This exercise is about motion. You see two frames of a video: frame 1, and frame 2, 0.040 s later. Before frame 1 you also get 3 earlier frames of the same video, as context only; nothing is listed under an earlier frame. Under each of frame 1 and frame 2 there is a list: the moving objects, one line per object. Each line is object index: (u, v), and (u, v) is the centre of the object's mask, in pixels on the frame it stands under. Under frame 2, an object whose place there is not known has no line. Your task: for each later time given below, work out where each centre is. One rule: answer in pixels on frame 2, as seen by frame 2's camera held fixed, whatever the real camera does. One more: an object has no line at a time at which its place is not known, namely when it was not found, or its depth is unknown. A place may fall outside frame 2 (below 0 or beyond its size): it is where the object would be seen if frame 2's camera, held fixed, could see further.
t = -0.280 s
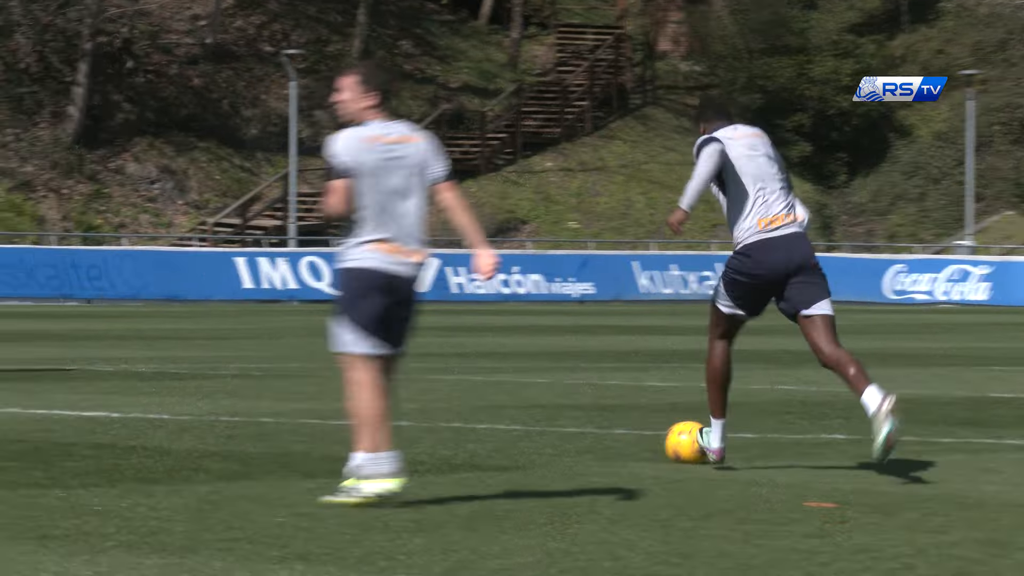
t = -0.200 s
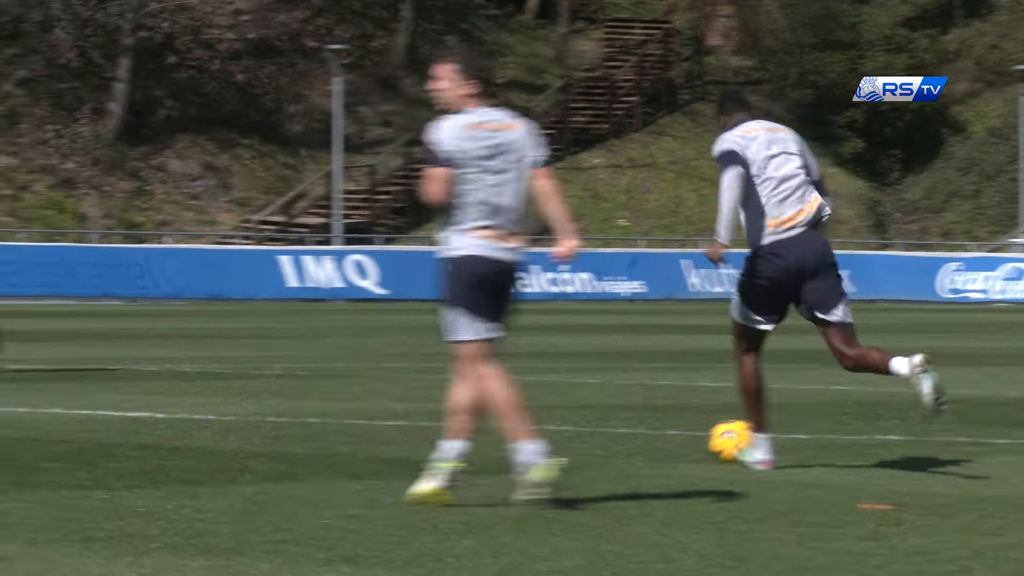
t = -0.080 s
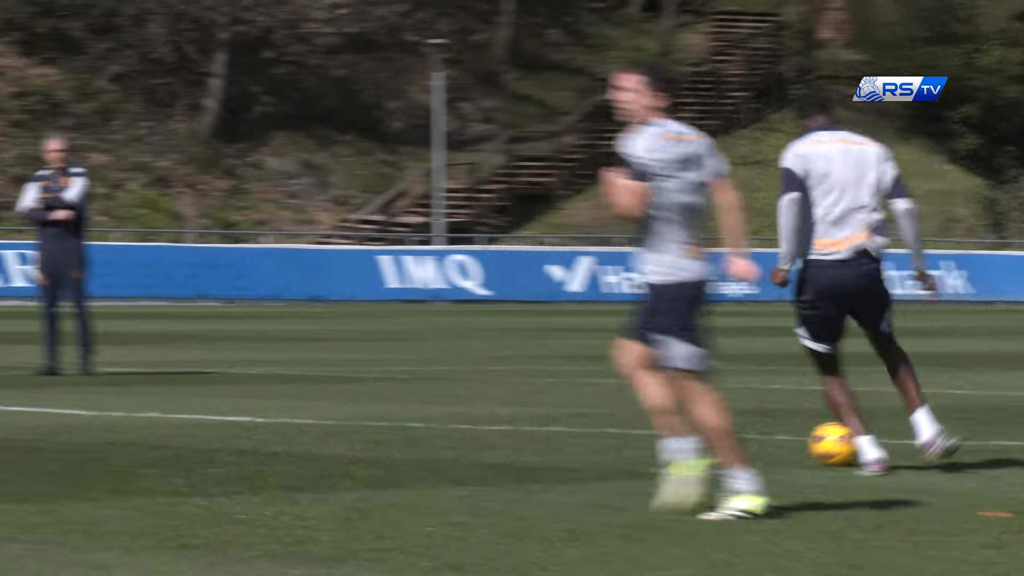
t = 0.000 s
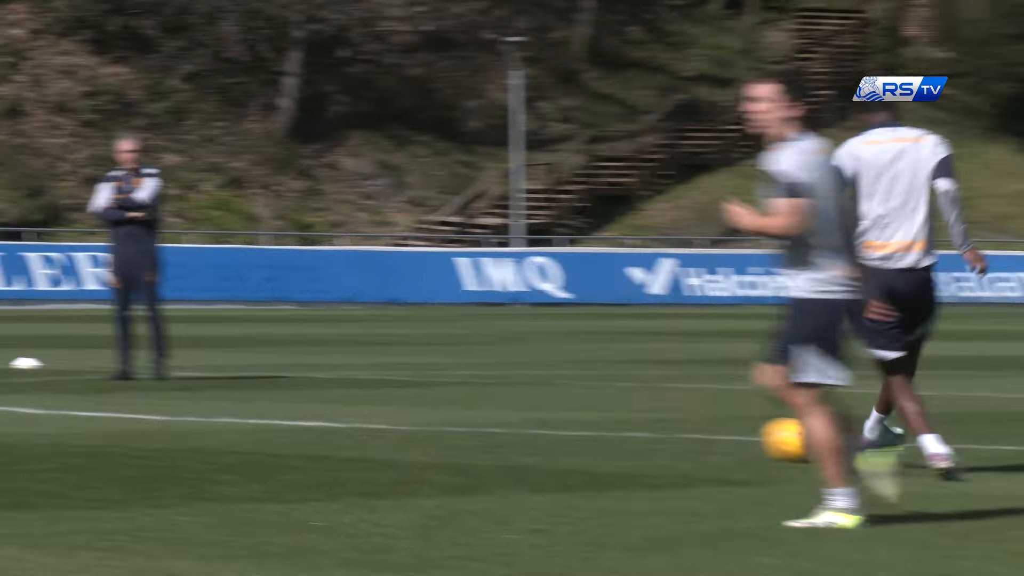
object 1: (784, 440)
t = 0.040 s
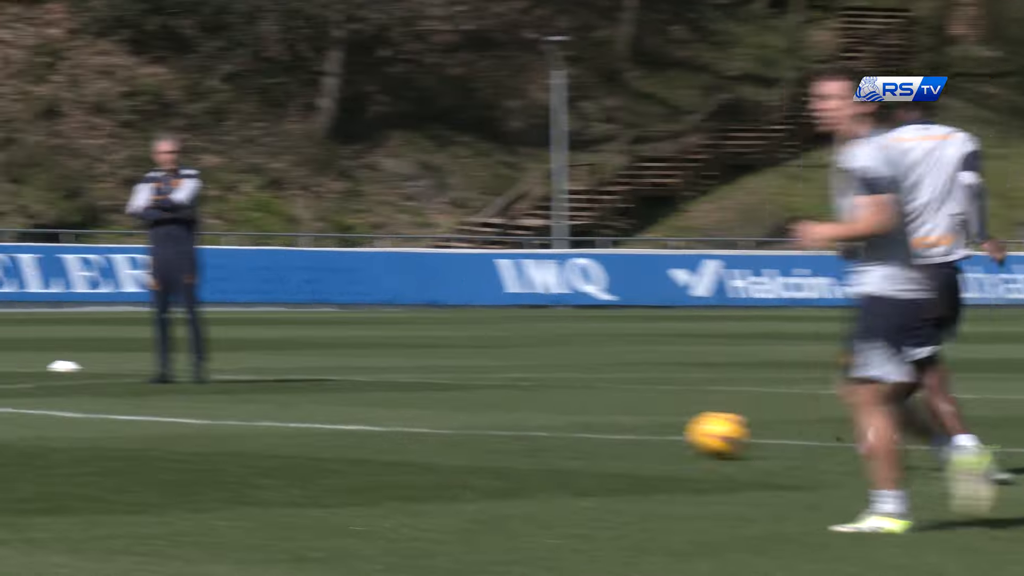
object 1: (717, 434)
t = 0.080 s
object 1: (601, 426)
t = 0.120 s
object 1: (494, 422)
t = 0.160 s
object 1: (392, 421)
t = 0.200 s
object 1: (297, 417)
